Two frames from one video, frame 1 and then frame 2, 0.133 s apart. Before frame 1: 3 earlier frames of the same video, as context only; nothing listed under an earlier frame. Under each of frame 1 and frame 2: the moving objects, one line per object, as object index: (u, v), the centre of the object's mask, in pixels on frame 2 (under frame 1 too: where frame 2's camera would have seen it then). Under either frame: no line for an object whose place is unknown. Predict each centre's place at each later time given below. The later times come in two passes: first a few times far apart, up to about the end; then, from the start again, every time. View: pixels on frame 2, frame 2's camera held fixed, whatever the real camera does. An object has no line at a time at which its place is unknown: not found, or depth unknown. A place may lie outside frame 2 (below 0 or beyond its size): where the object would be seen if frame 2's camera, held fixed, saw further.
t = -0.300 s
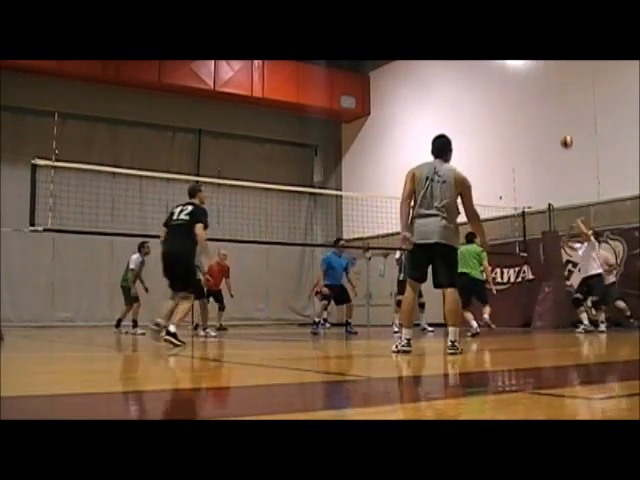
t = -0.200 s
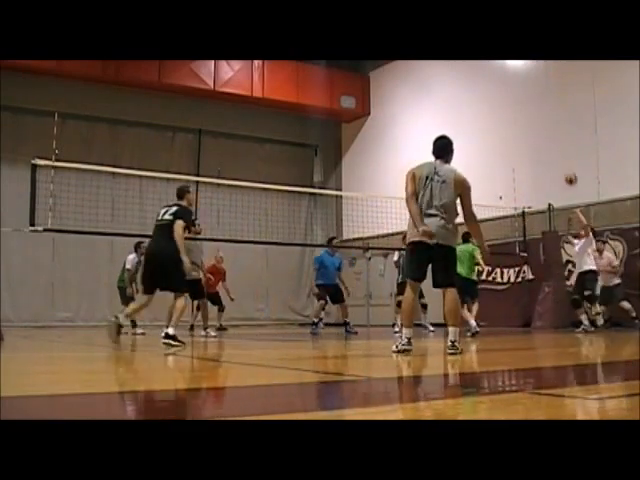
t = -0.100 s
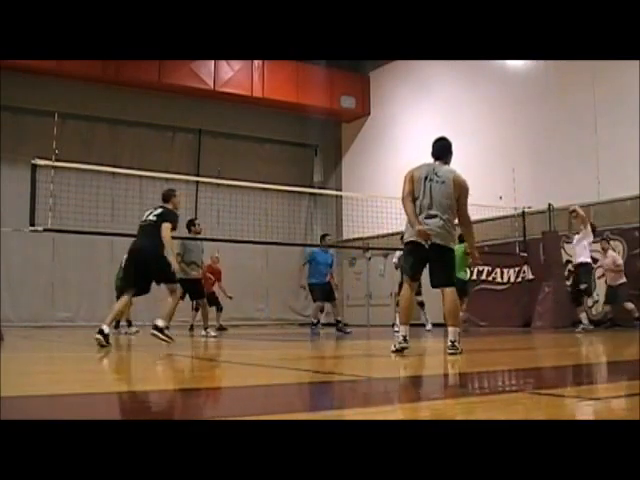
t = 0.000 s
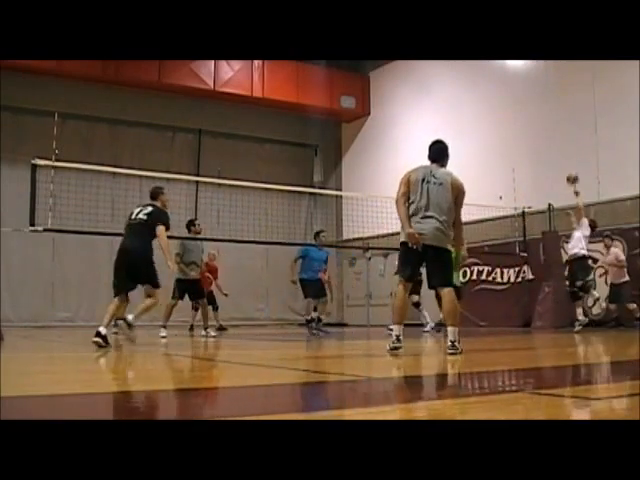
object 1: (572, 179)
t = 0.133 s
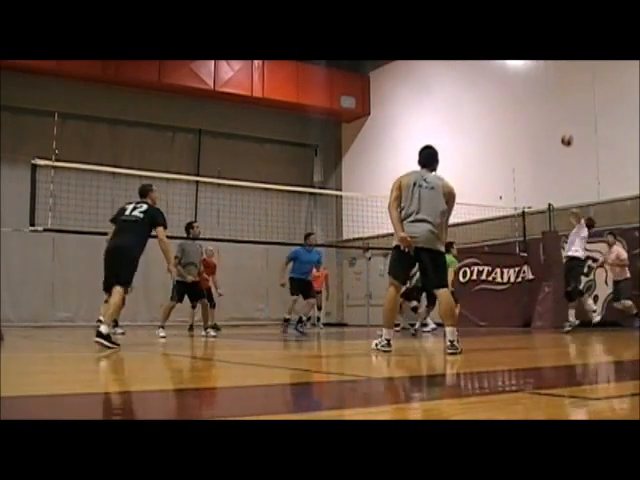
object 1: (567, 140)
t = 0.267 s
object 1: (562, 114)
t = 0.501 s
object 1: (556, 96)
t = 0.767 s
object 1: (551, 109)
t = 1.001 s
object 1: (548, 148)
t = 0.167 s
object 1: (566, 132)
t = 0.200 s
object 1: (564, 126)
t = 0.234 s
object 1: (564, 119)
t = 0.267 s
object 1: (562, 114)
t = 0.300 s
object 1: (561, 110)
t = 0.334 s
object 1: (560, 105)
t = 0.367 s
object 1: (559, 102)
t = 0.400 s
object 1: (558, 99)
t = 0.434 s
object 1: (557, 98)
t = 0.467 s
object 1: (557, 96)
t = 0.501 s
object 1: (556, 96)
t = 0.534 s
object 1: (555, 95)
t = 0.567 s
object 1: (554, 95)
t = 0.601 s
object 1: (554, 96)
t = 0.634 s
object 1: (553, 98)
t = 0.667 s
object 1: (553, 100)
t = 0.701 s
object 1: (552, 102)
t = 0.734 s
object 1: (551, 105)
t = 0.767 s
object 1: (551, 109)
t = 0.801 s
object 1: (550, 113)
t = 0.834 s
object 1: (550, 118)
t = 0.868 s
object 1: (549, 123)
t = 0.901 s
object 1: (549, 128)
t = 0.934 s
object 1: (549, 134)
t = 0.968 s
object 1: (548, 141)
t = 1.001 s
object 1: (548, 148)
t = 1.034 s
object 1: (548, 155)
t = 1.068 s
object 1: (548, 164)
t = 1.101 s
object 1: (547, 172)
